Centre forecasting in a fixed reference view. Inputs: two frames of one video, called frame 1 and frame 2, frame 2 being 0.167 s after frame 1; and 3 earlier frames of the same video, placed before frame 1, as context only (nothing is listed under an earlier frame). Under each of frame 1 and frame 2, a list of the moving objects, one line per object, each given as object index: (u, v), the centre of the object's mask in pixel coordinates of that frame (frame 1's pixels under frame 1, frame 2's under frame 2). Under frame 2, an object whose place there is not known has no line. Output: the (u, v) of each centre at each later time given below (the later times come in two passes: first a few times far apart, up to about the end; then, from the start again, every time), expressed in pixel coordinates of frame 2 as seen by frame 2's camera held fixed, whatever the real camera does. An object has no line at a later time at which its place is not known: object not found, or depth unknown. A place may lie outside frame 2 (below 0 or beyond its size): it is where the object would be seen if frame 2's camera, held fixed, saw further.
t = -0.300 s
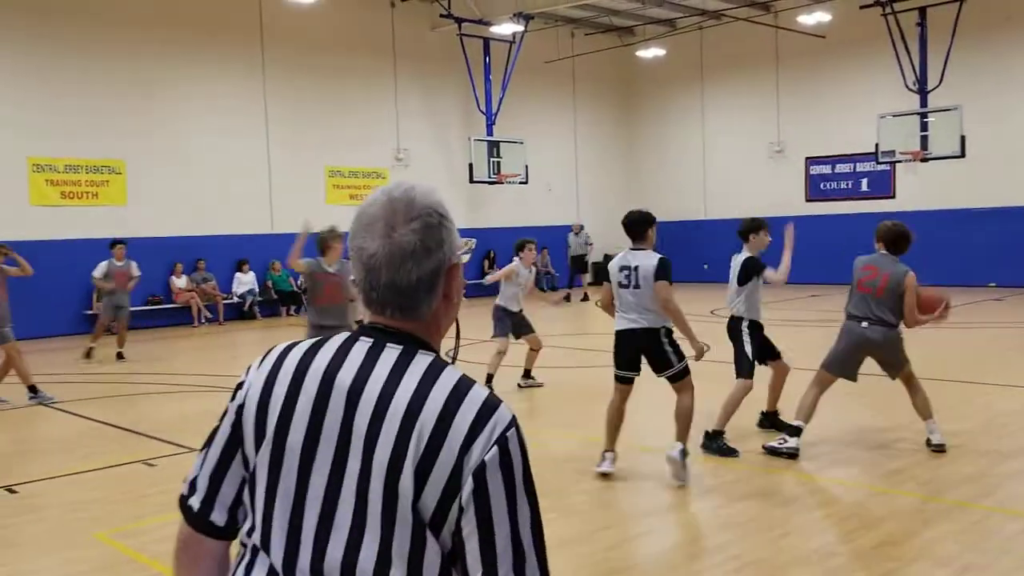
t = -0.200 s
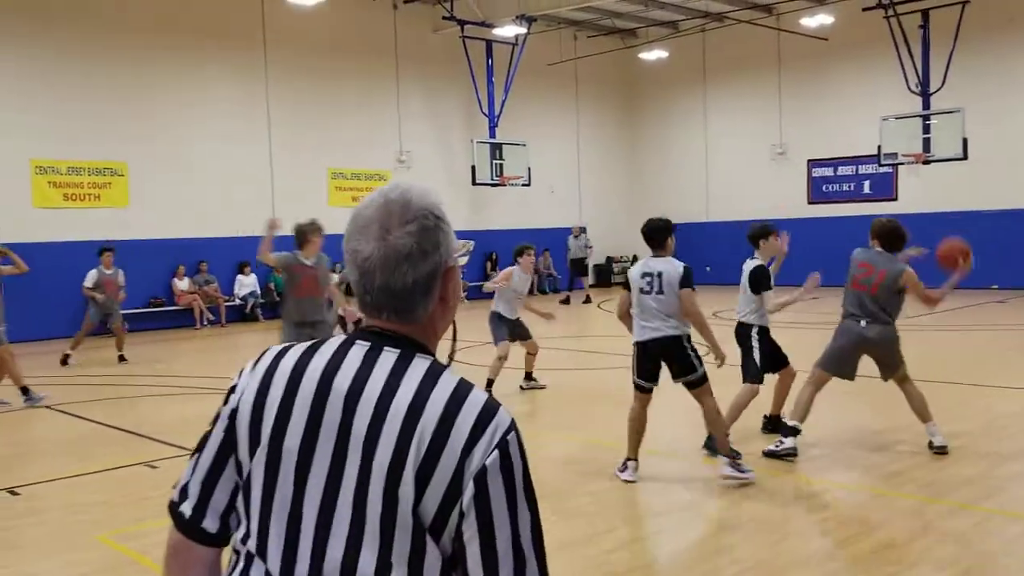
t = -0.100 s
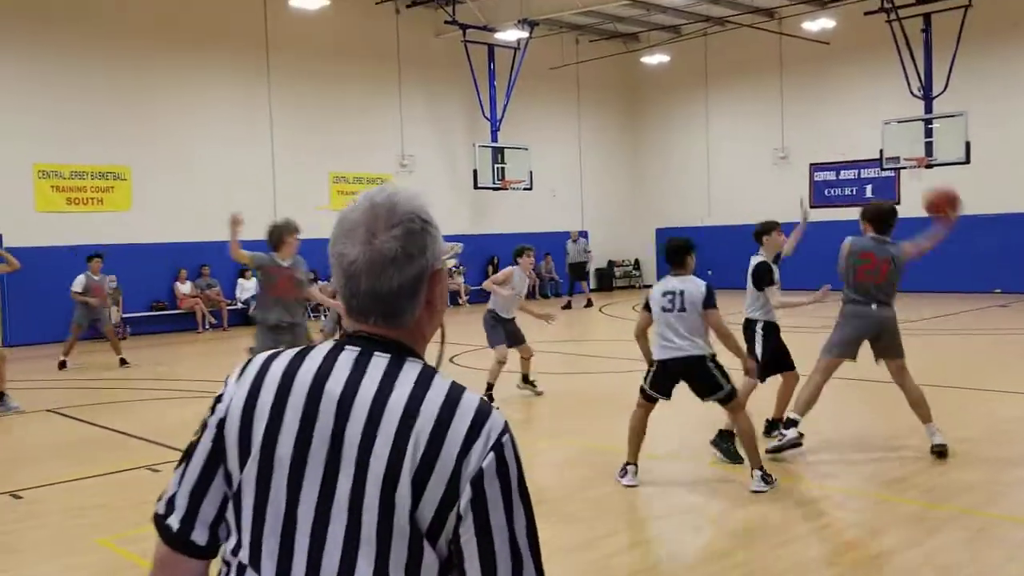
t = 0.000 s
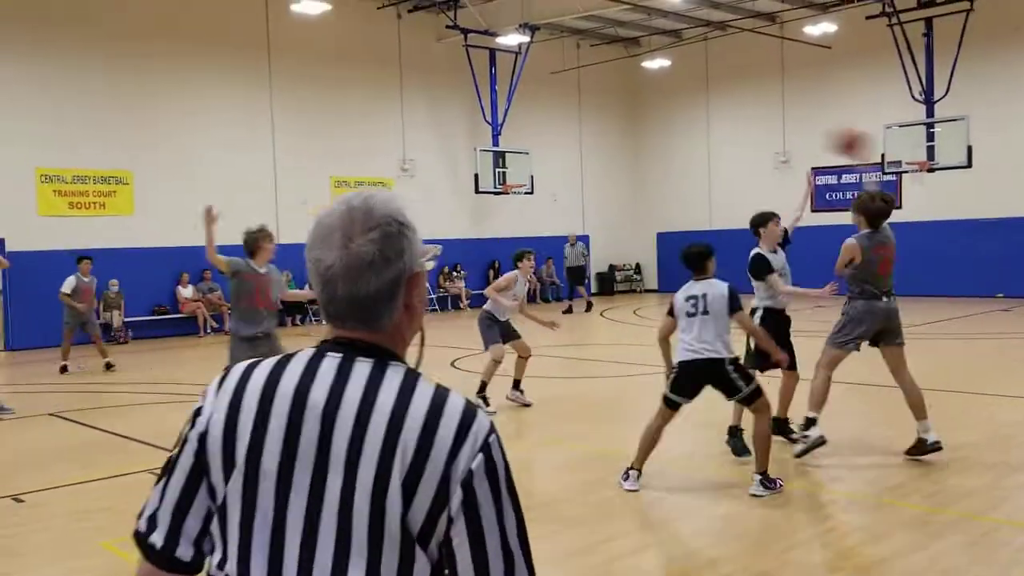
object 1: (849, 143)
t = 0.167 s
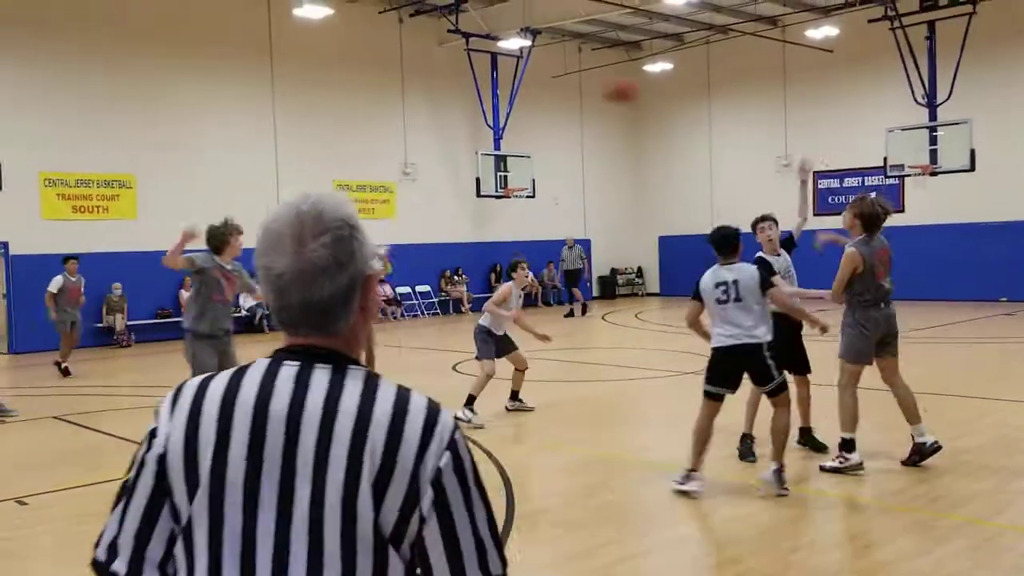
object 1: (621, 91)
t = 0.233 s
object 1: (543, 80)
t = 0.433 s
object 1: (343, 78)
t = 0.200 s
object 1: (581, 86)
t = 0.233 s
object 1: (543, 80)
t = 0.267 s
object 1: (505, 74)
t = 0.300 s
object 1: (470, 74)
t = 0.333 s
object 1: (435, 72)
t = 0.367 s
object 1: (405, 73)
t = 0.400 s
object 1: (373, 75)
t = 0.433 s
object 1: (343, 78)
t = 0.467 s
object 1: (313, 80)
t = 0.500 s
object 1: (286, 83)
